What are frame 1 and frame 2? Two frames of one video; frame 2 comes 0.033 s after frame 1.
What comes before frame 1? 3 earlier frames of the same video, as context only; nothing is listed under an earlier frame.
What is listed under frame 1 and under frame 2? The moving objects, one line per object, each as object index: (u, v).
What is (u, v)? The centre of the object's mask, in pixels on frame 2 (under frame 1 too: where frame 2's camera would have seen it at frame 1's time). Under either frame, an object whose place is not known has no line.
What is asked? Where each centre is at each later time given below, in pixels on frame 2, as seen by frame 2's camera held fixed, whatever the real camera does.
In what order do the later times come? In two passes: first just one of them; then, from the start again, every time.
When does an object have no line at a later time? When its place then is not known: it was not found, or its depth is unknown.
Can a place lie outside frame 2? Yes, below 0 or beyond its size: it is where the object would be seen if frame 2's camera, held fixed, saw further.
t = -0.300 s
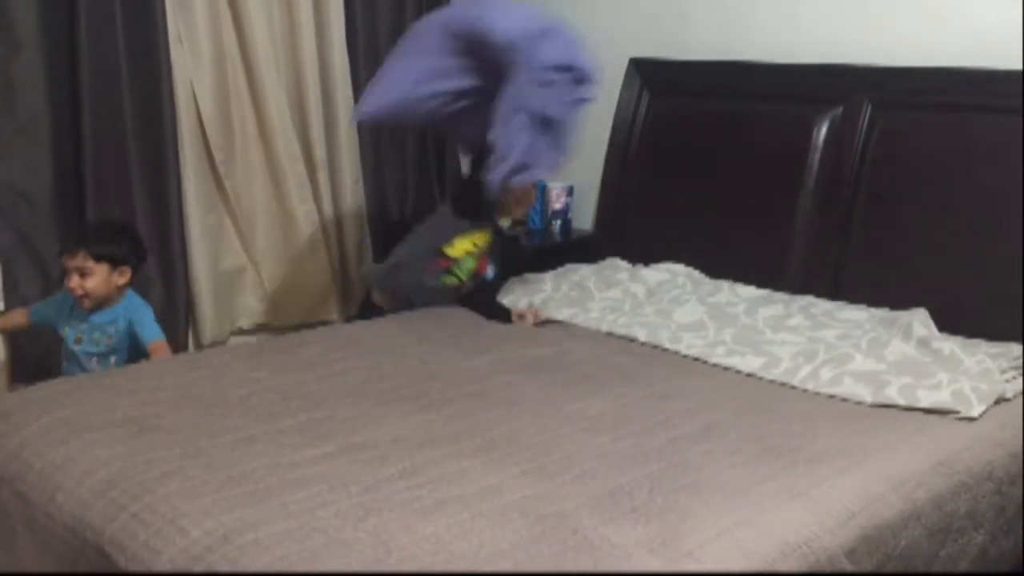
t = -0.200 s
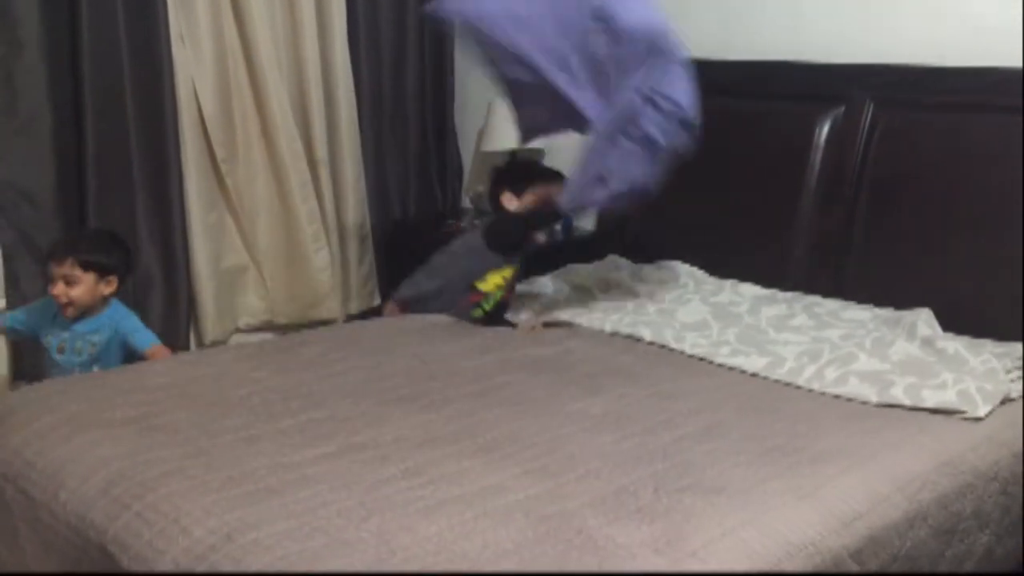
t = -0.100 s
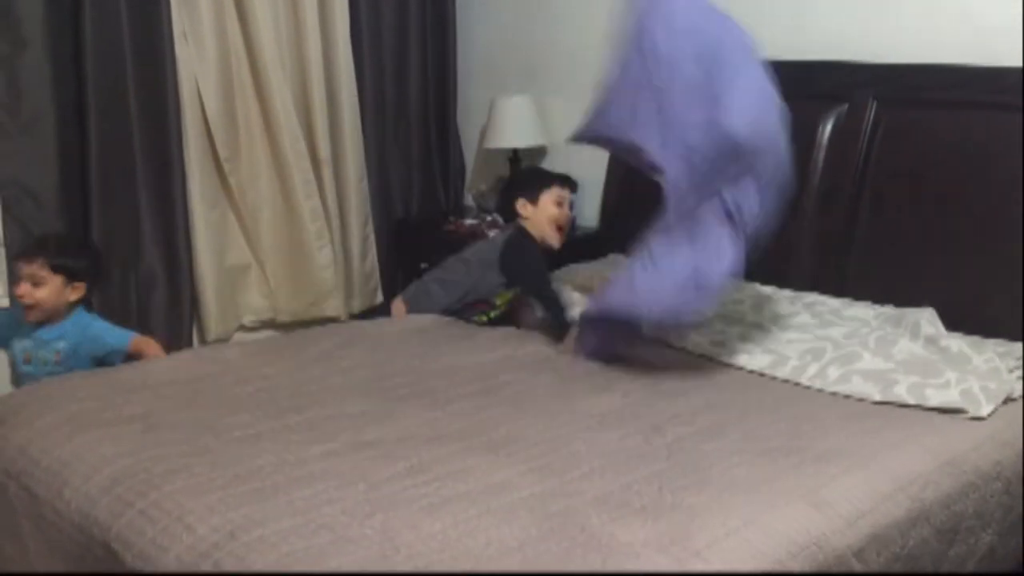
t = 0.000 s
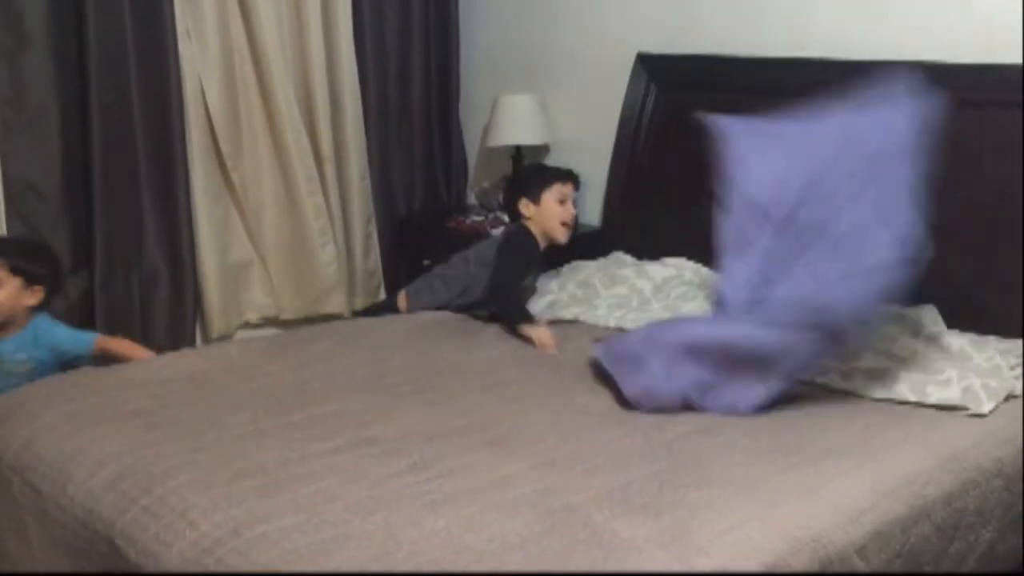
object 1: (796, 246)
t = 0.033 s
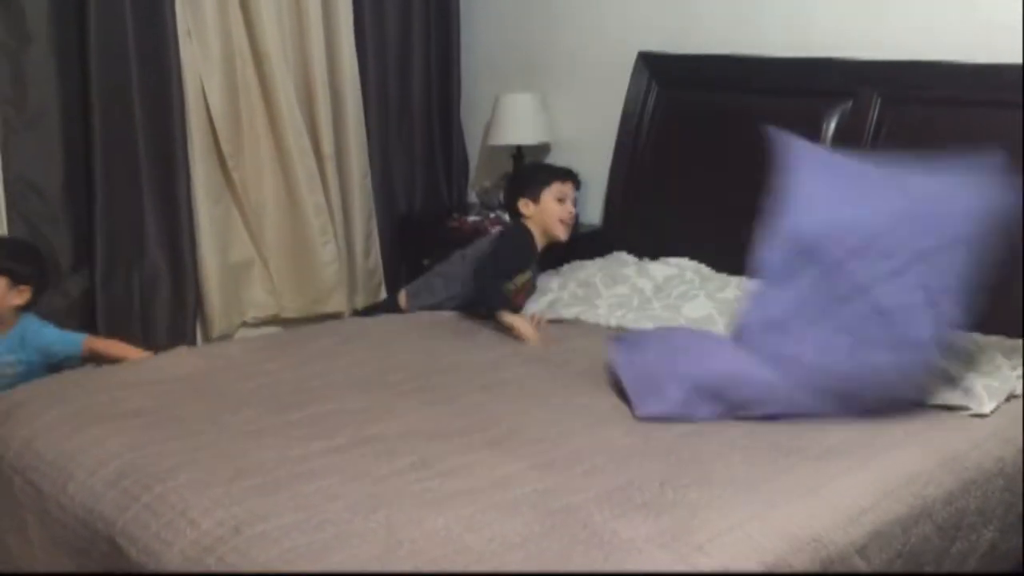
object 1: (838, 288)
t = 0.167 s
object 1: (857, 376)
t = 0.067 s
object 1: (861, 332)
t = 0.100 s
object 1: (867, 360)
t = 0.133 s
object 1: (859, 377)
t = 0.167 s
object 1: (857, 376)
